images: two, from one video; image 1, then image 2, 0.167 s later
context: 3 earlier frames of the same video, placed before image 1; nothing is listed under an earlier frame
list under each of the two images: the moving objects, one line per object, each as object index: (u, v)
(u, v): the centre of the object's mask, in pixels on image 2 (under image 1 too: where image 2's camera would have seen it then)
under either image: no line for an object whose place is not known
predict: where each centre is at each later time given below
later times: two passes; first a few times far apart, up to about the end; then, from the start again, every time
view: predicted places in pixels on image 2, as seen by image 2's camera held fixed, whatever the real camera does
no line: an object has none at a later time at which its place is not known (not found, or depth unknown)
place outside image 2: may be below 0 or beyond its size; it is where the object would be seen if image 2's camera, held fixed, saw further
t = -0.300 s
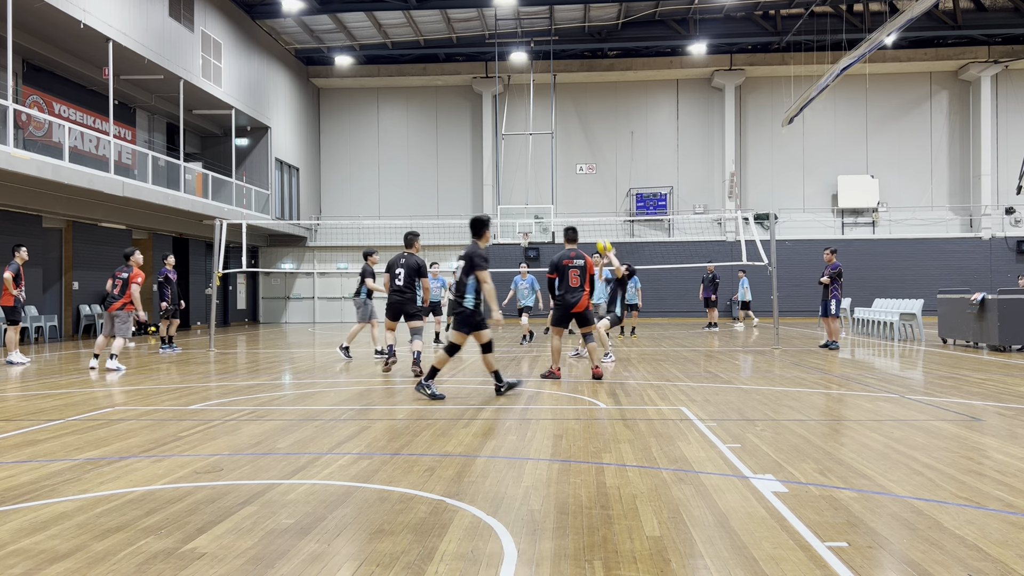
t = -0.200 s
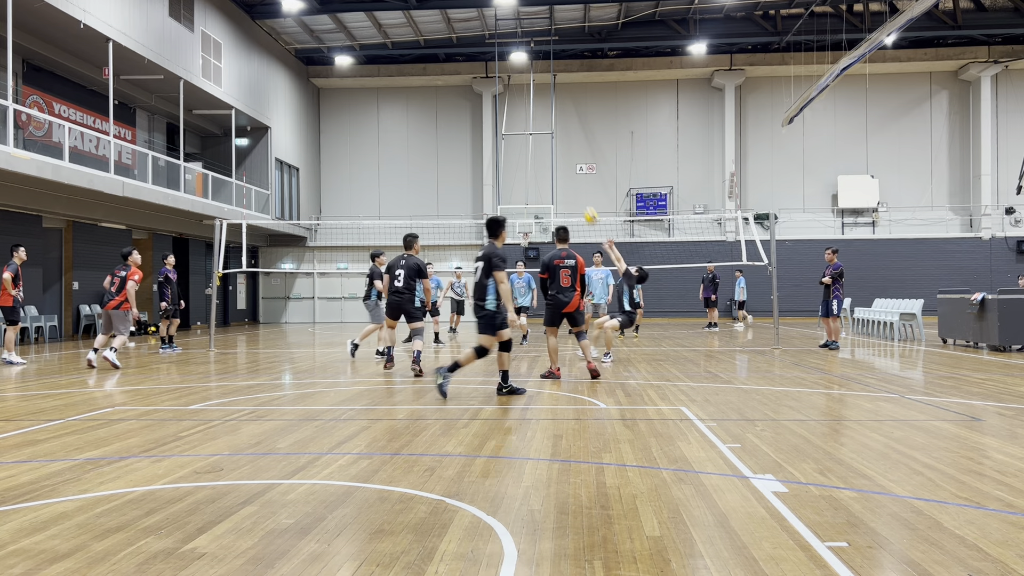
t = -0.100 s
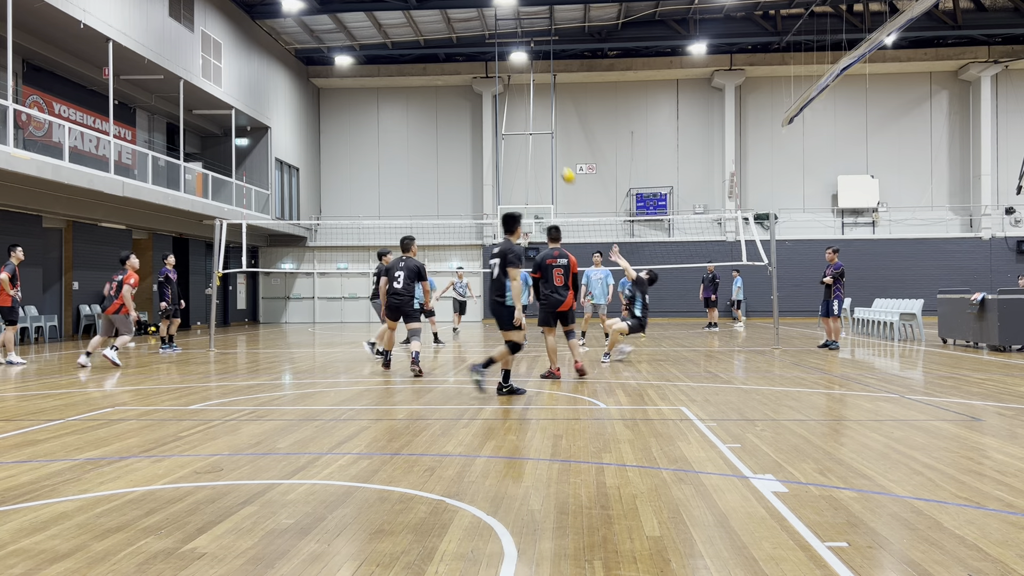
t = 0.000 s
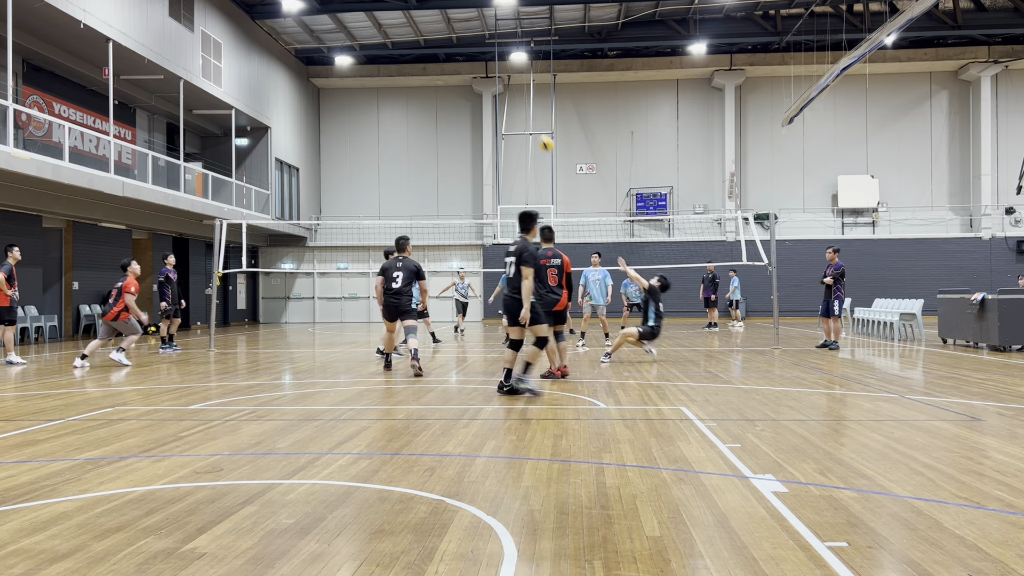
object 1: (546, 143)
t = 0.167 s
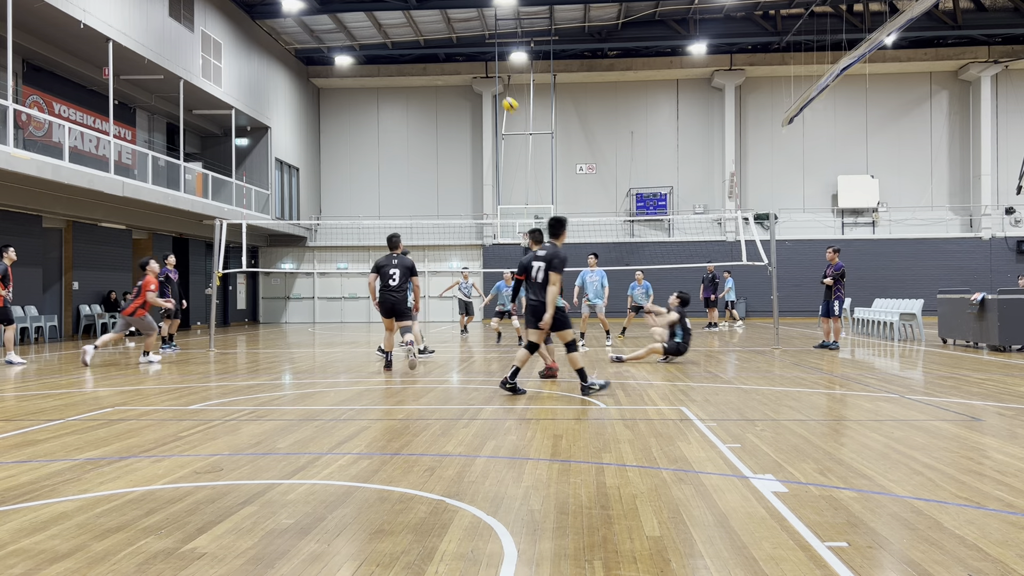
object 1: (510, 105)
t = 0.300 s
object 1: (482, 89)
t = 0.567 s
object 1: (430, 90)
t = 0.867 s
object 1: (376, 141)
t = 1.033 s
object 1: (350, 192)
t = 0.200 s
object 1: (503, 100)
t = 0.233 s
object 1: (496, 95)
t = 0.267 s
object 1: (490, 92)
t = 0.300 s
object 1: (482, 89)
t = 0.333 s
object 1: (476, 86)
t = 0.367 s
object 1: (469, 85)
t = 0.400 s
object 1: (462, 84)
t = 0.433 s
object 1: (456, 84)
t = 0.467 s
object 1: (450, 84)
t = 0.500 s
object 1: (443, 85)
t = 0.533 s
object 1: (436, 87)
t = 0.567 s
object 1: (430, 90)
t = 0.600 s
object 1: (424, 93)
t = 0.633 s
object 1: (418, 97)
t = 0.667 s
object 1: (412, 101)
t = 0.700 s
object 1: (406, 106)
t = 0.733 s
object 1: (400, 112)
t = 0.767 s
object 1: (394, 118)
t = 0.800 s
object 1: (388, 125)
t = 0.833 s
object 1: (382, 133)
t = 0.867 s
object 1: (376, 141)
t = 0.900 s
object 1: (371, 151)
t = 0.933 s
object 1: (365, 160)
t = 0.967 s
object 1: (359, 170)
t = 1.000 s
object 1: (355, 180)
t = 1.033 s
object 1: (350, 192)
